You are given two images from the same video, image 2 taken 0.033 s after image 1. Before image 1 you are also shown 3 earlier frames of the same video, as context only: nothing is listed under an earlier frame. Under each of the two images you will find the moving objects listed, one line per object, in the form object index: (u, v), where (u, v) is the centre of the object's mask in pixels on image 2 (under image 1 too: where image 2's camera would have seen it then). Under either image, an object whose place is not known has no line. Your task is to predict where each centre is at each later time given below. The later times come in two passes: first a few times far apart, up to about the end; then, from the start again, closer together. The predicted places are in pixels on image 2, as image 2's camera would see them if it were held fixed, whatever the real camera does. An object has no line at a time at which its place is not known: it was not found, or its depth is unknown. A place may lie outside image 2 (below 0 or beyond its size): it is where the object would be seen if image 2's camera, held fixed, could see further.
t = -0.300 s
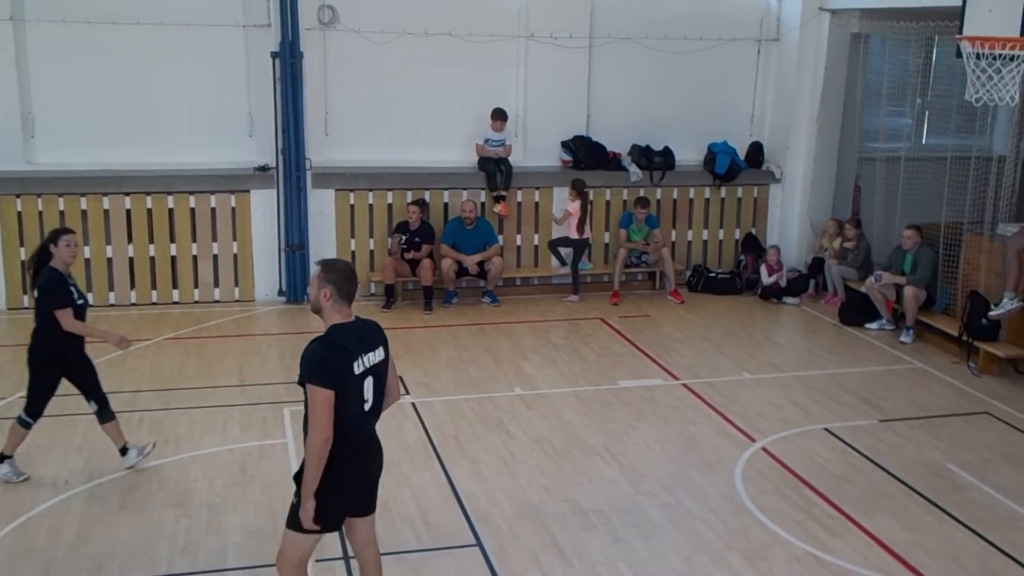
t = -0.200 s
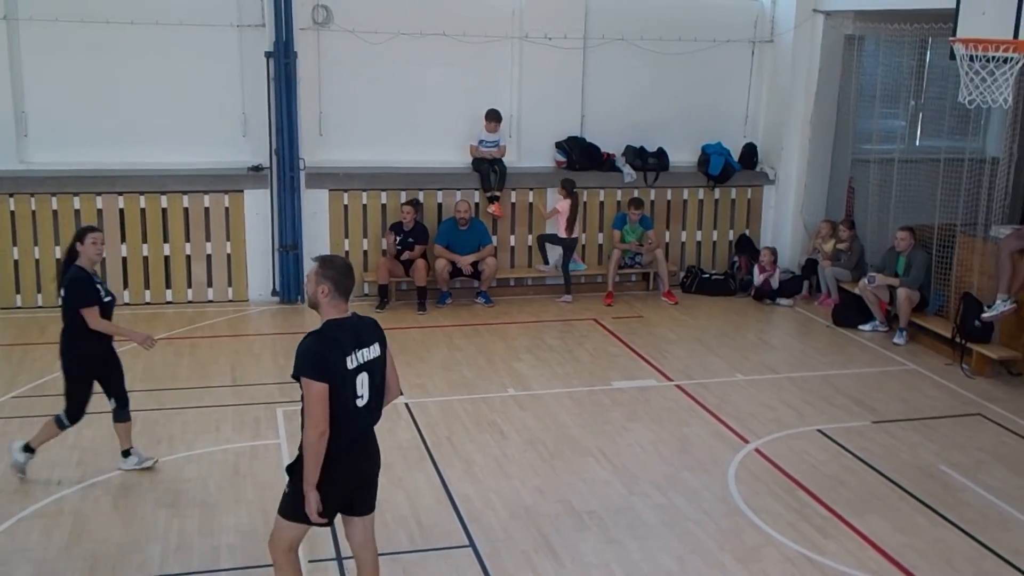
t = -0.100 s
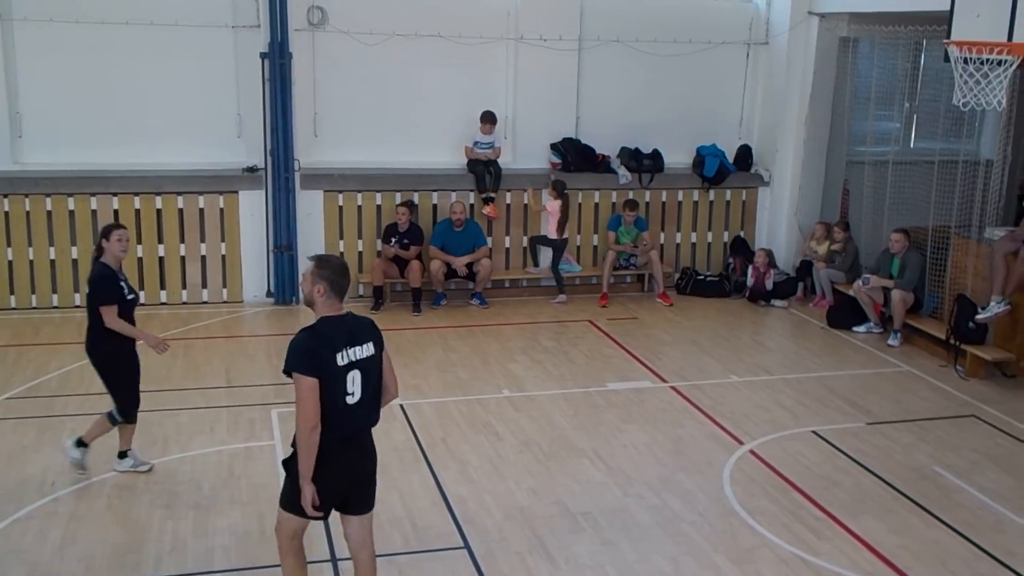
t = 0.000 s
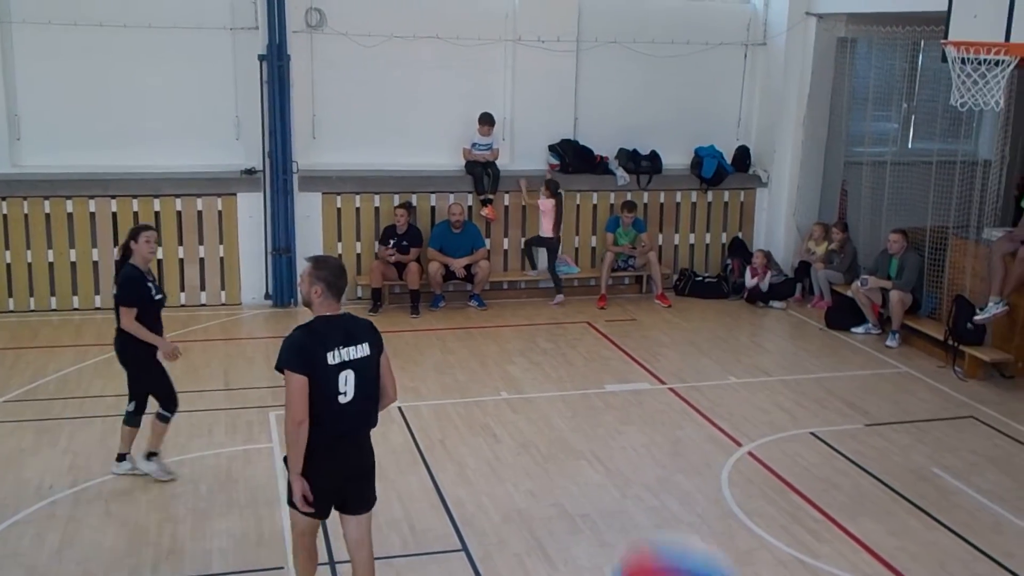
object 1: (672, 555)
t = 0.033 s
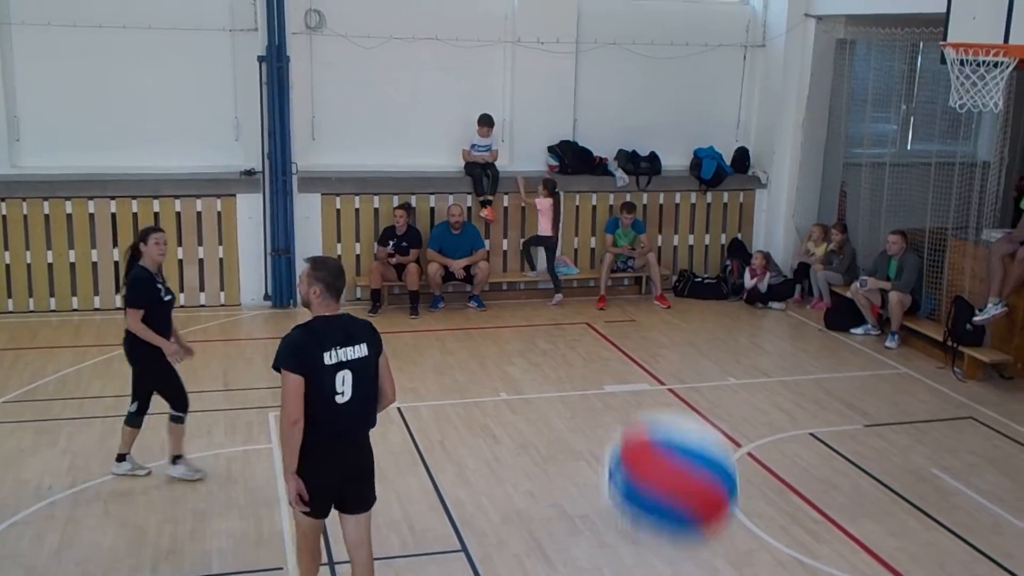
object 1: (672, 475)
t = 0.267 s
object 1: (645, 18)
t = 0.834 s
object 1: (596, 83)
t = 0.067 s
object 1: (666, 366)
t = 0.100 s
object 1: (660, 278)
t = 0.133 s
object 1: (656, 201)
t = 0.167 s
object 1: (655, 136)
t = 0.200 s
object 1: (652, 83)
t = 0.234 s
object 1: (649, 41)
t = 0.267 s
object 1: (645, 18)
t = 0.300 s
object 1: (639, 4)
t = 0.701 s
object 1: (608, 9)
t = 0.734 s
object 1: (605, 25)
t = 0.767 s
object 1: (602, 44)
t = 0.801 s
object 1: (599, 64)
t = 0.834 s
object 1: (596, 83)
